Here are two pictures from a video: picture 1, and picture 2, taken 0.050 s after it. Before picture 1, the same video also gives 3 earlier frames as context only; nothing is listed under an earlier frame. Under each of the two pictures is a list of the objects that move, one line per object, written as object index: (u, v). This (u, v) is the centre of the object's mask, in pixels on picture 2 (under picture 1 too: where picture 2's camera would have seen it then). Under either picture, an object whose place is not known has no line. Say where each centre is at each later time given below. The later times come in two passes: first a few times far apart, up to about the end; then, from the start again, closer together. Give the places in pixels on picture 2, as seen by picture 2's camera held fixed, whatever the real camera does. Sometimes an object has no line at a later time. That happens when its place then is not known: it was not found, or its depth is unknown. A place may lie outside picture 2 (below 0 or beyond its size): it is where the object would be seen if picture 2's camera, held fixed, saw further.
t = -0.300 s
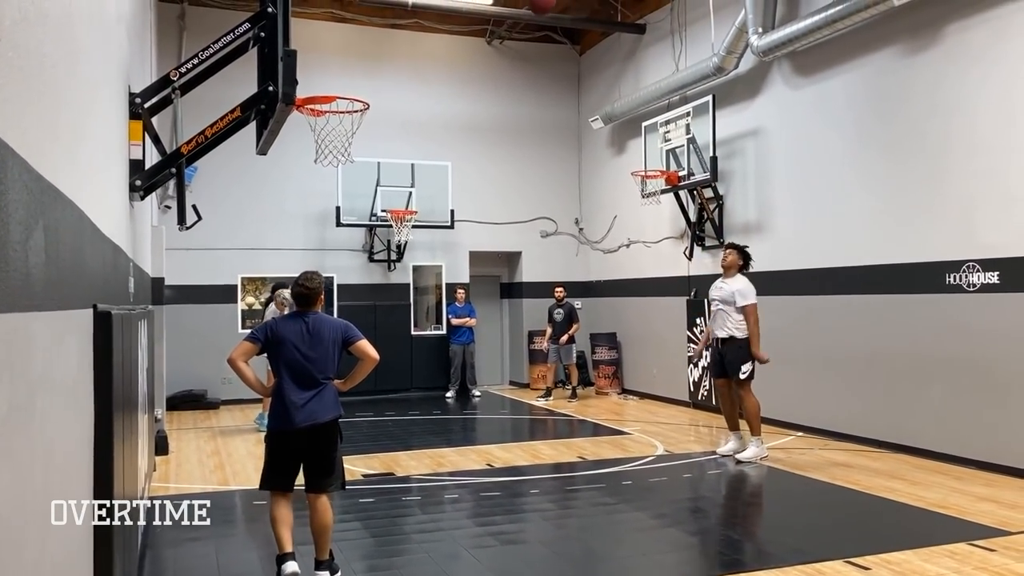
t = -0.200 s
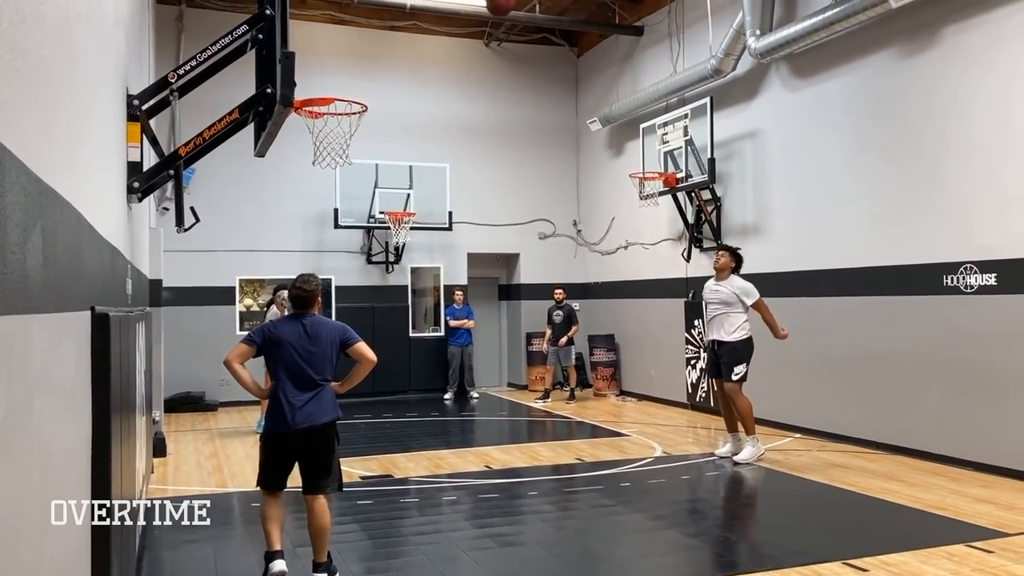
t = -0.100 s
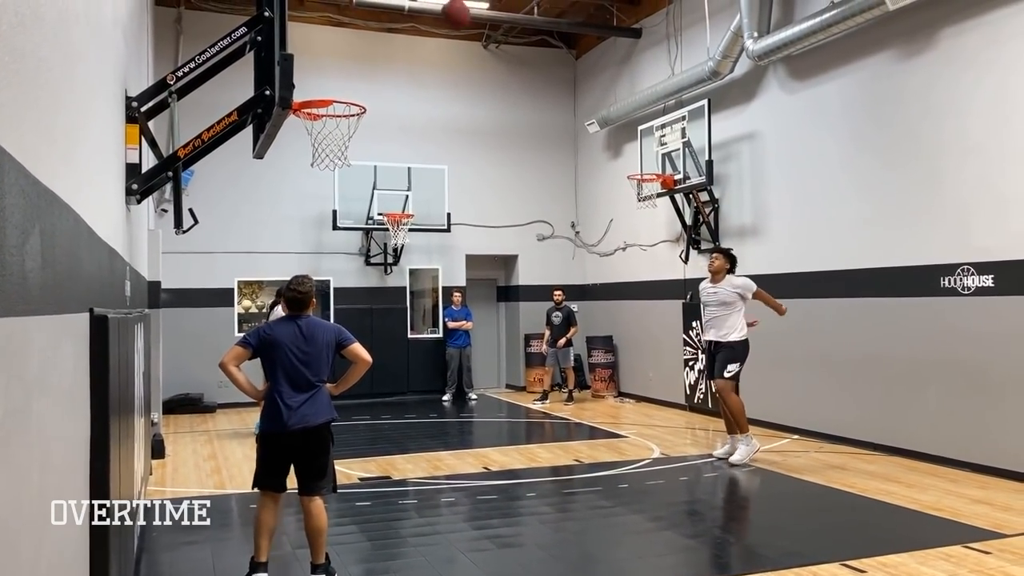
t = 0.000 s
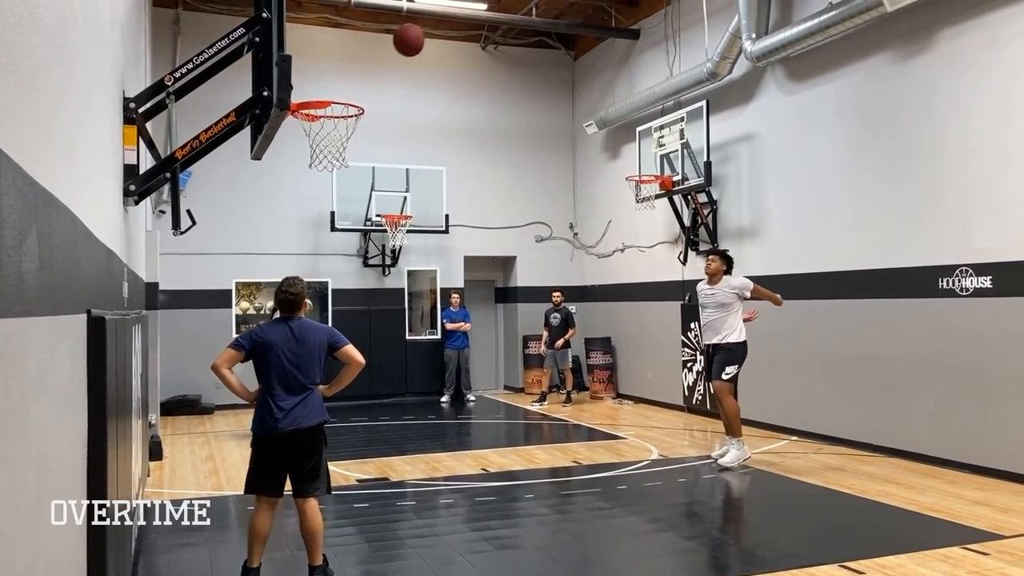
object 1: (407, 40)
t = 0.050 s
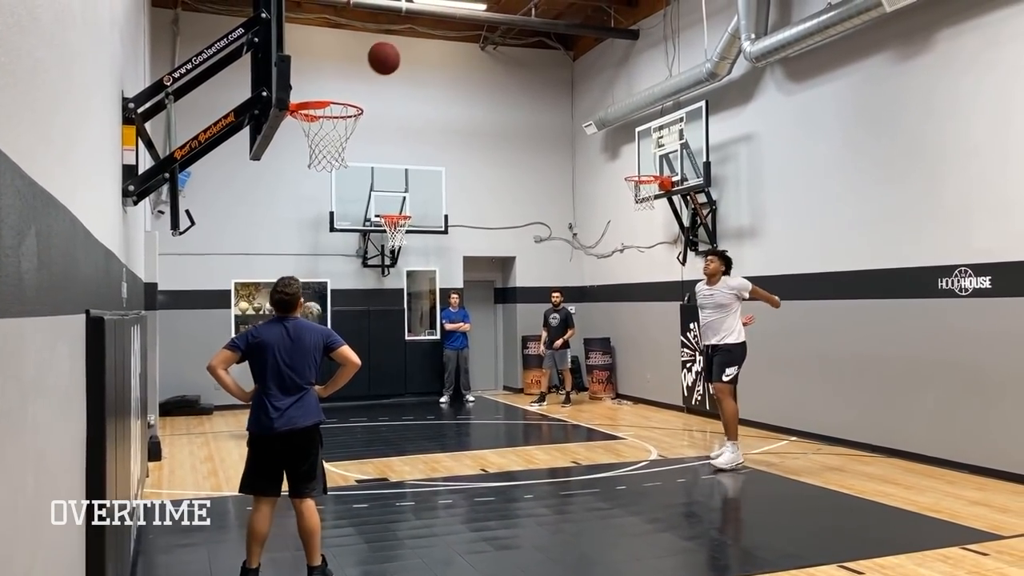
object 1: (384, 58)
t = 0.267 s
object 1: (290, 152)
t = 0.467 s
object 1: (247, 239)
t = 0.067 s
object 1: (375, 64)
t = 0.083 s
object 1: (367, 72)
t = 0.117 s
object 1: (351, 87)
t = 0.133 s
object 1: (342, 95)
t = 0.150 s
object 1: (335, 105)
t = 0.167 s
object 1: (326, 118)
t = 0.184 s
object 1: (315, 125)
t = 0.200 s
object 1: (307, 134)
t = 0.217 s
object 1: (301, 140)
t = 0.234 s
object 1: (297, 144)
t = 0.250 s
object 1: (293, 149)
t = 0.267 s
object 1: (290, 152)
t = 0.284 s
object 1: (287, 157)
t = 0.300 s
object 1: (283, 163)
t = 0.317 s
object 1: (280, 168)
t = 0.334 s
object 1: (276, 174)
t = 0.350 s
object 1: (272, 181)
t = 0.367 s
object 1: (269, 188)
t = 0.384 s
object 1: (265, 195)
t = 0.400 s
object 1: (262, 203)
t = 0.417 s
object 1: (258, 211)
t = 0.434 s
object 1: (254, 220)
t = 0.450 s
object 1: (250, 229)
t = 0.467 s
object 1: (247, 239)
